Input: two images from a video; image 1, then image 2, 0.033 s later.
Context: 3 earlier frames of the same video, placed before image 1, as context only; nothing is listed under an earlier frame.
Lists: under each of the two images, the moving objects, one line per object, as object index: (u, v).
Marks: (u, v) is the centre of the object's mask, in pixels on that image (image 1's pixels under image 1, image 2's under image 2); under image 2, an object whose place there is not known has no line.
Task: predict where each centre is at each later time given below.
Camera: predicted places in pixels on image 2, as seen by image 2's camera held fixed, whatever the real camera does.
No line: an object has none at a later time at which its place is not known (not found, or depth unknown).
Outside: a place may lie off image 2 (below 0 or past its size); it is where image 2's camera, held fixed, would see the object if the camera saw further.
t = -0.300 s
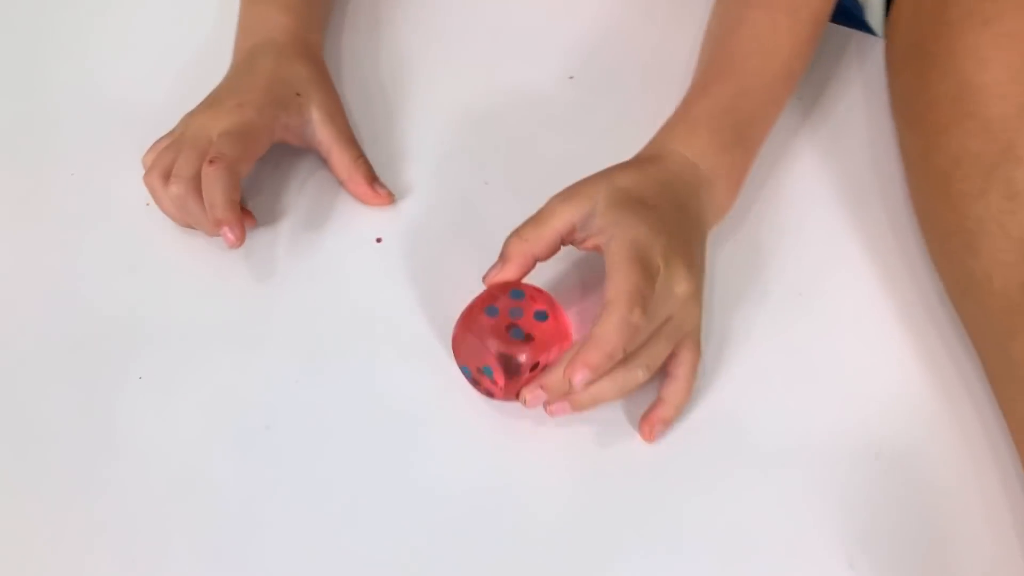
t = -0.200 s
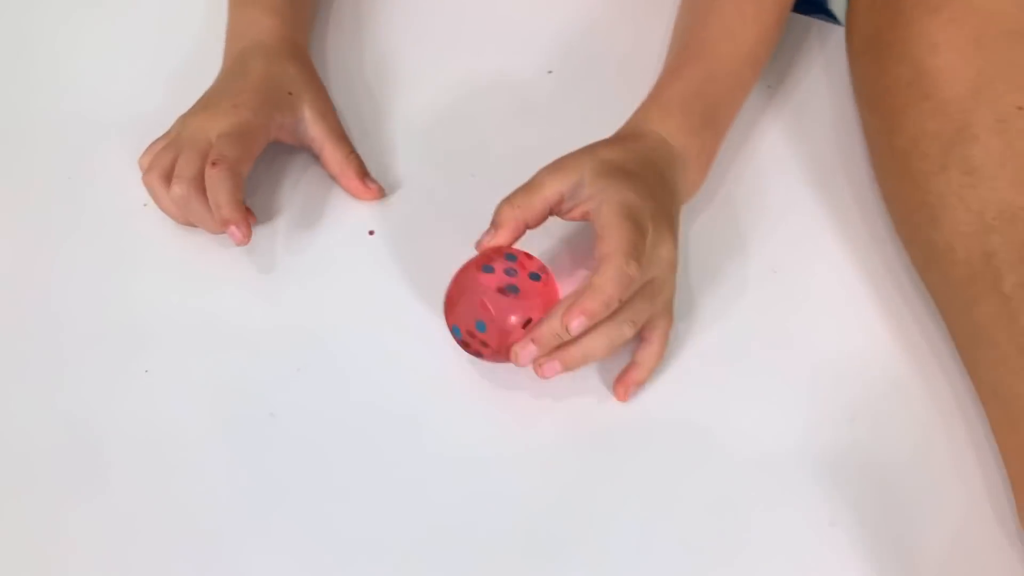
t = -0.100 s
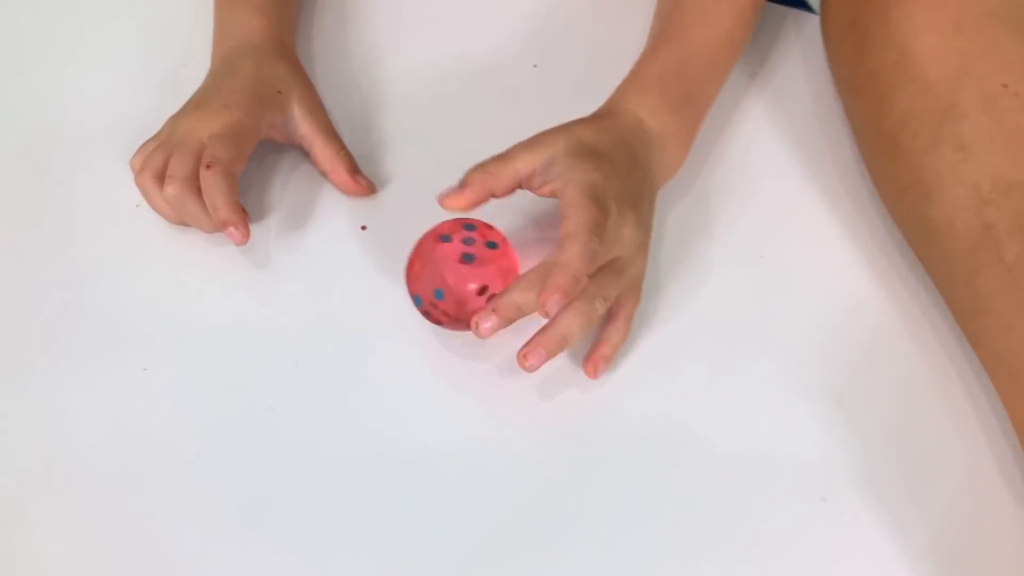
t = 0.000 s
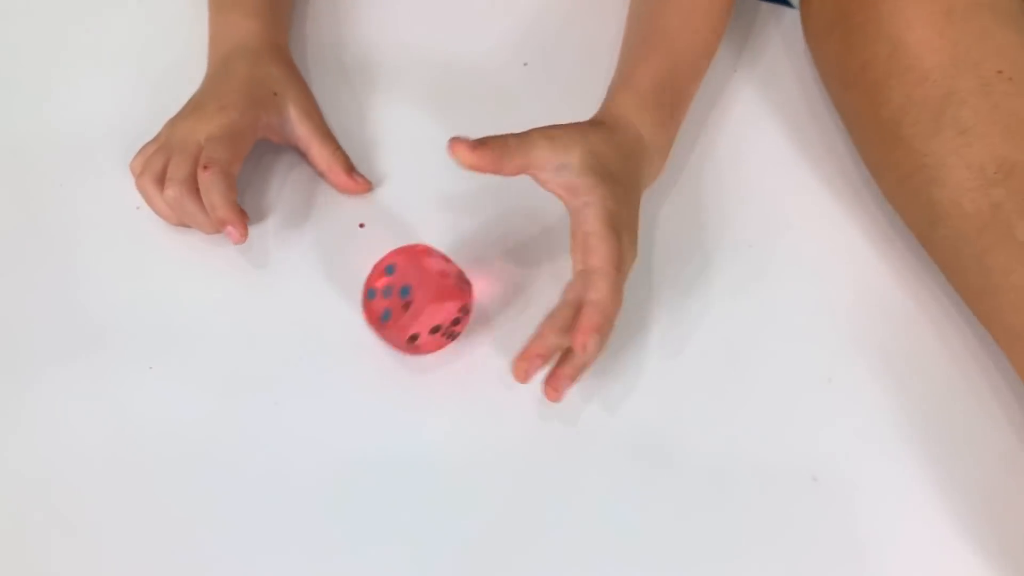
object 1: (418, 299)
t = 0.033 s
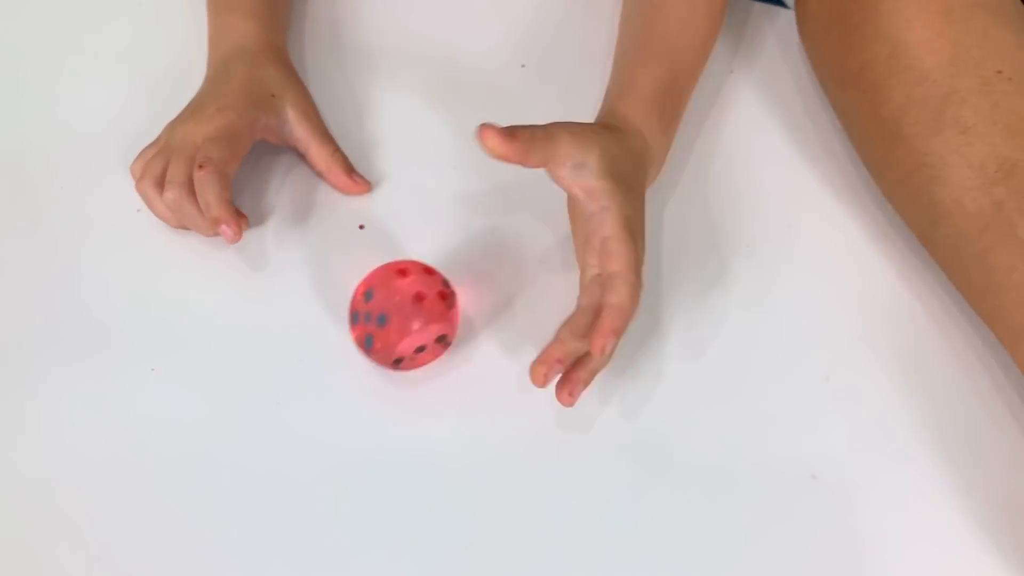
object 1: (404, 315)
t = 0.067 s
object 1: (390, 329)
